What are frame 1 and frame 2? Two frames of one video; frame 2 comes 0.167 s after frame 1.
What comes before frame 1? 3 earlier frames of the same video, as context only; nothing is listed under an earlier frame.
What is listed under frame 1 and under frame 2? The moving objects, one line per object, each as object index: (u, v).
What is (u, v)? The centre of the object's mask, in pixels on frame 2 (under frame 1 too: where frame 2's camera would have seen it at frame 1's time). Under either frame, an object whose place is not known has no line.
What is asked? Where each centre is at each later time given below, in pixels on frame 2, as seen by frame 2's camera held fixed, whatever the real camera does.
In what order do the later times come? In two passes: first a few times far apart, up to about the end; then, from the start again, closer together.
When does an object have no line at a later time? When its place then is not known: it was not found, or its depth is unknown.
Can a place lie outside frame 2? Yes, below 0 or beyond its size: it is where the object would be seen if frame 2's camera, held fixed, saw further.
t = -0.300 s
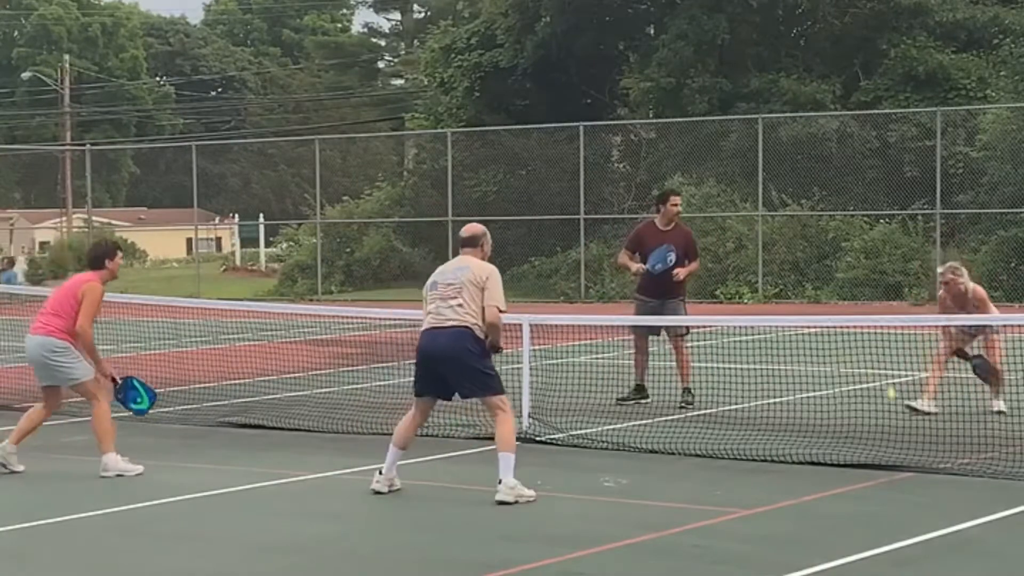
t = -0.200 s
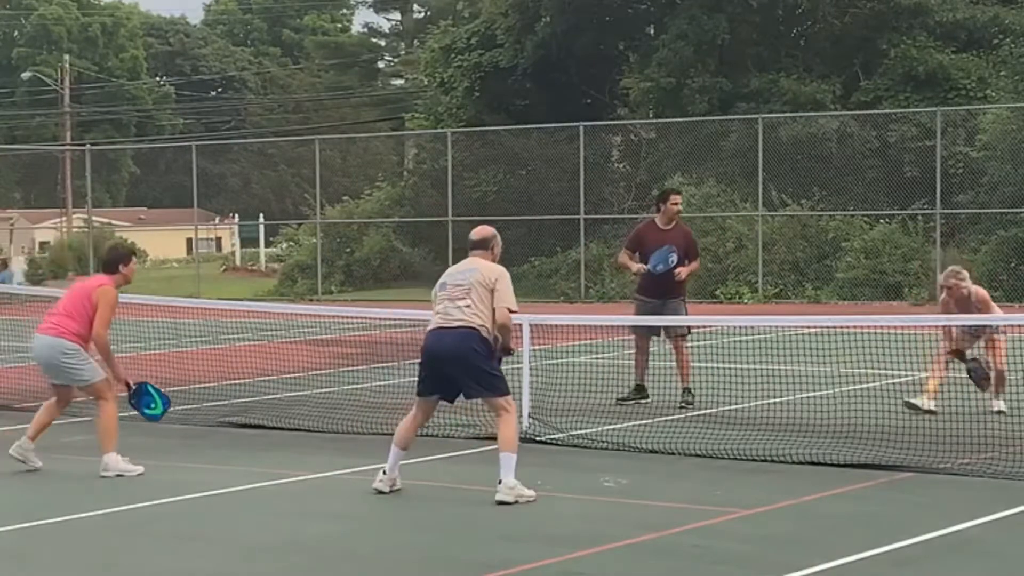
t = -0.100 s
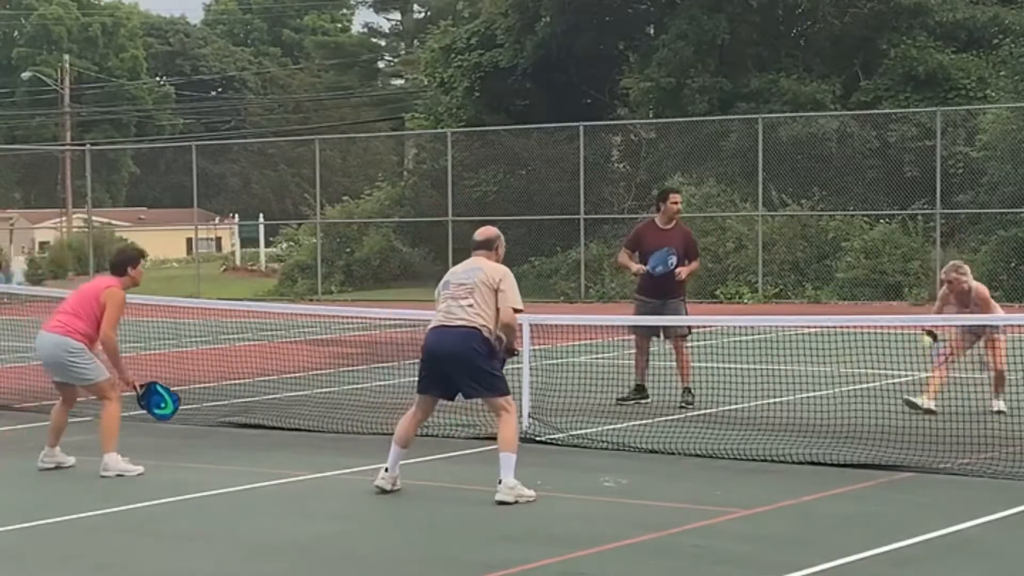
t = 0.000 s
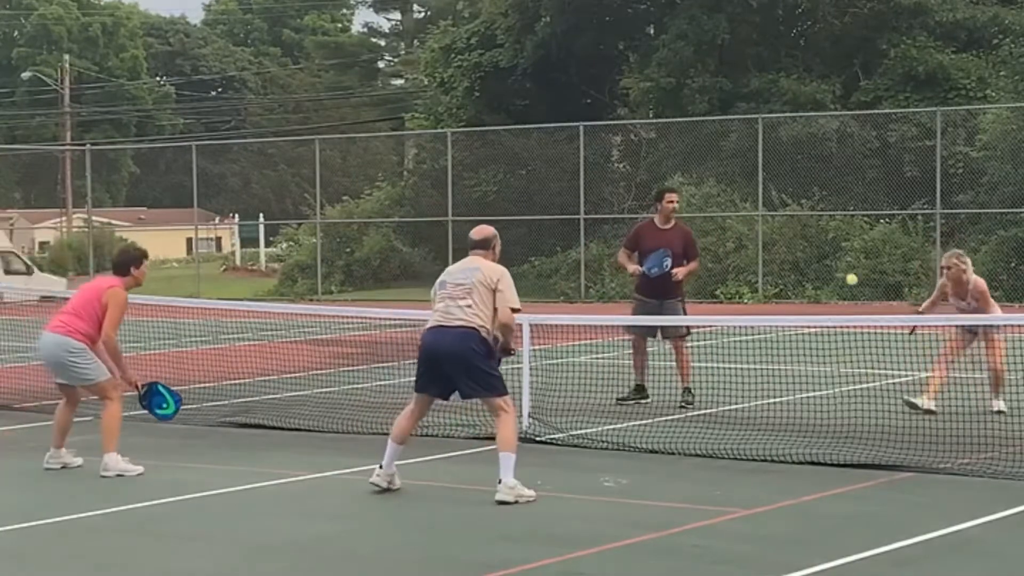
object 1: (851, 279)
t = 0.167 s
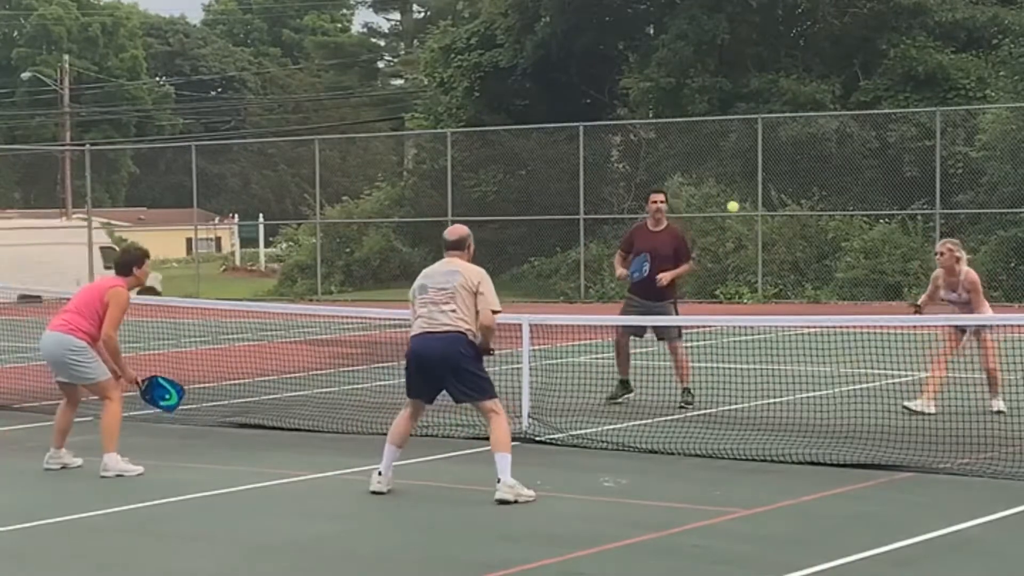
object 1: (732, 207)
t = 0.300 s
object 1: (643, 174)
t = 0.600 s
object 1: (459, 186)
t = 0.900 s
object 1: (294, 318)
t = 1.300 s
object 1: (172, 378)
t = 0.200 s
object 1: (710, 196)
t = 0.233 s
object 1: (687, 188)
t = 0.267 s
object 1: (665, 180)
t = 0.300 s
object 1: (643, 174)
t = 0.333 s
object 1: (622, 170)
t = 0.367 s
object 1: (601, 166)
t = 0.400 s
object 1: (580, 164)
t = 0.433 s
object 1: (559, 164)
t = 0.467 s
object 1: (539, 166)
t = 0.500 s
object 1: (519, 168)
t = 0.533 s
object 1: (499, 173)
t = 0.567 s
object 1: (479, 179)
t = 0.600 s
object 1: (459, 186)
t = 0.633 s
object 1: (440, 195)
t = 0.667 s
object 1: (421, 205)
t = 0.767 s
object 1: (366, 244)
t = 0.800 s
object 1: (347, 260)
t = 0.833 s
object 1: (330, 278)
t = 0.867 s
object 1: (311, 296)
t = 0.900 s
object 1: (294, 318)
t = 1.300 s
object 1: (172, 378)
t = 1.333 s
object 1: (168, 370)
